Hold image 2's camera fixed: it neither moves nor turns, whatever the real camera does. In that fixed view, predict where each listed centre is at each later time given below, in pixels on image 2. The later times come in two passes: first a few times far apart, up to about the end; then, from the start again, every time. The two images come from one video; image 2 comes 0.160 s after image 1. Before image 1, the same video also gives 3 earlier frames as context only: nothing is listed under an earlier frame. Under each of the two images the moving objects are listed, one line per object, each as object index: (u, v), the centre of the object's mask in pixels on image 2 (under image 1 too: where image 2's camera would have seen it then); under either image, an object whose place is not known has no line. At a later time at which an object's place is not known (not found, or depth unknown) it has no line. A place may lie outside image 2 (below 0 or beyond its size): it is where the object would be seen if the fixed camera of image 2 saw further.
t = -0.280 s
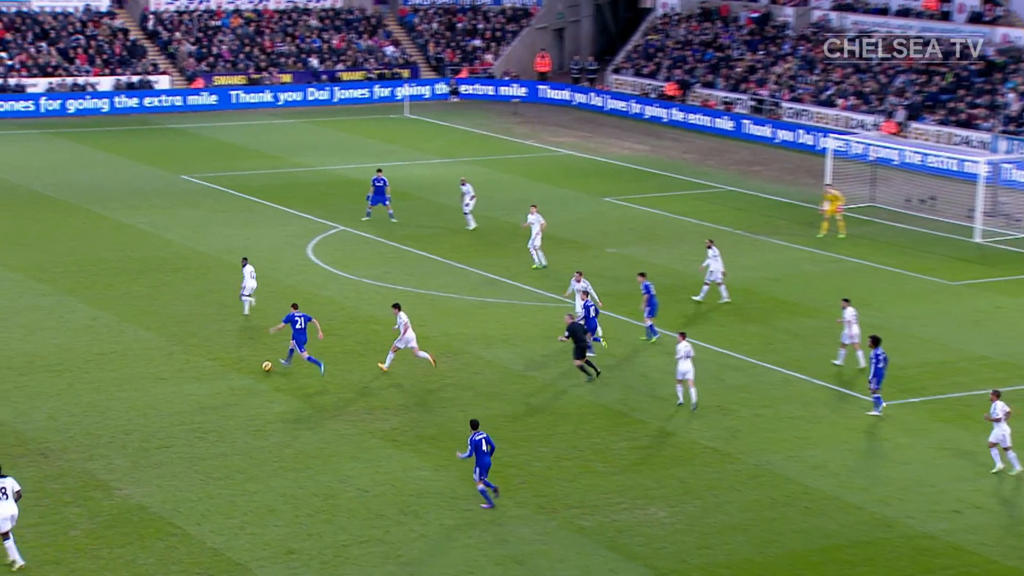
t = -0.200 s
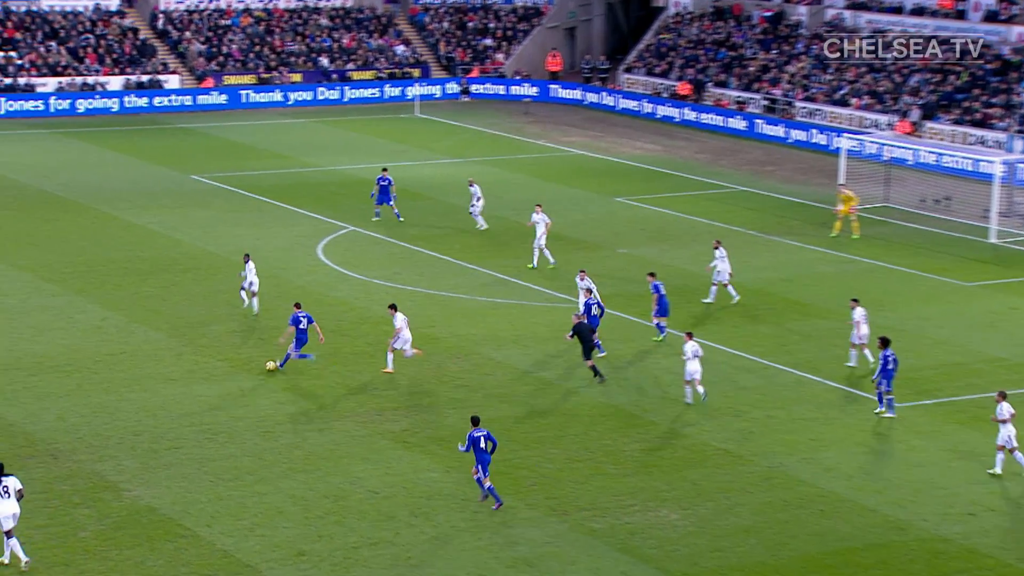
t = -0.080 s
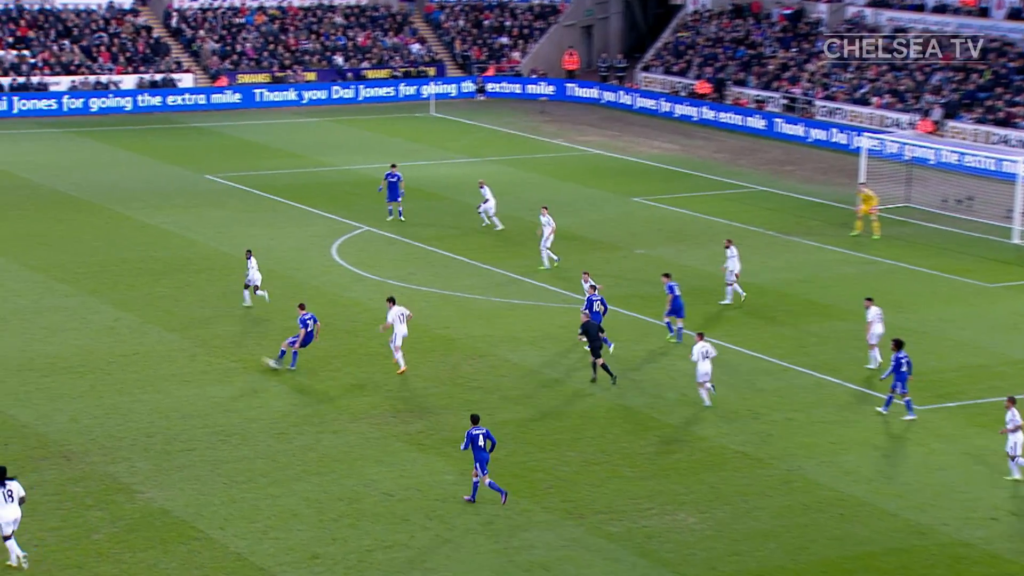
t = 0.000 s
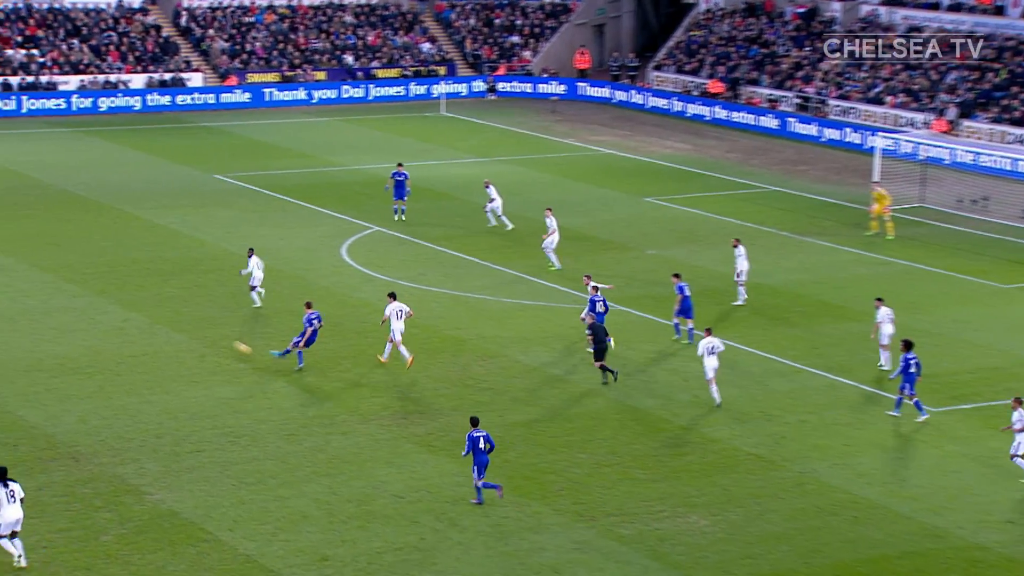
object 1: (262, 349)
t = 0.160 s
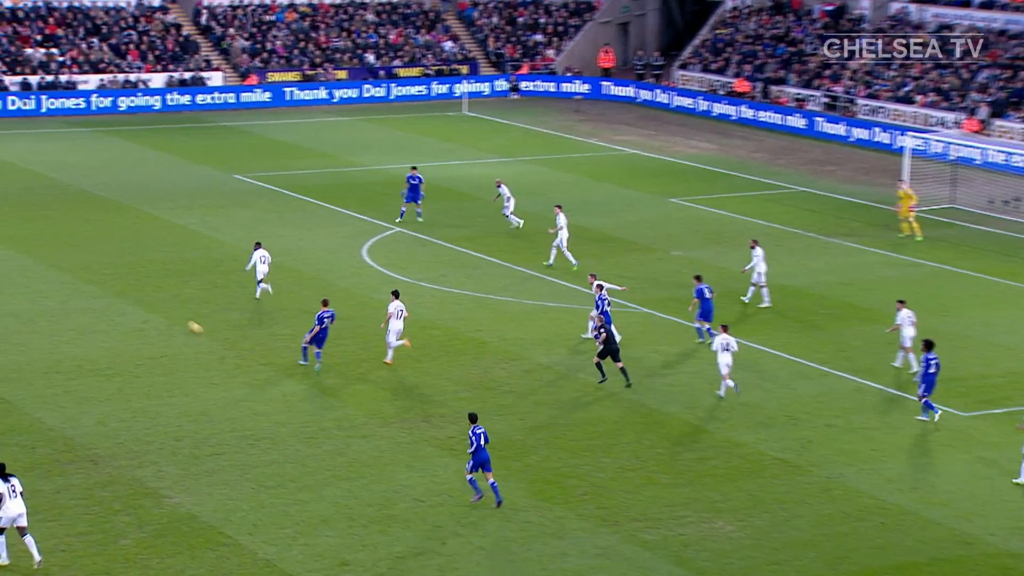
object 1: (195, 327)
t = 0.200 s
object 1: (180, 320)
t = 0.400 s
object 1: (121, 297)
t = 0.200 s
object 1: (180, 320)
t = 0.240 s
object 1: (167, 315)
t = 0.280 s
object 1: (153, 310)
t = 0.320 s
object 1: (142, 307)
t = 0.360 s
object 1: (131, 302)
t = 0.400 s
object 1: (121, 297)
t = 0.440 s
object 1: (111, 294)
